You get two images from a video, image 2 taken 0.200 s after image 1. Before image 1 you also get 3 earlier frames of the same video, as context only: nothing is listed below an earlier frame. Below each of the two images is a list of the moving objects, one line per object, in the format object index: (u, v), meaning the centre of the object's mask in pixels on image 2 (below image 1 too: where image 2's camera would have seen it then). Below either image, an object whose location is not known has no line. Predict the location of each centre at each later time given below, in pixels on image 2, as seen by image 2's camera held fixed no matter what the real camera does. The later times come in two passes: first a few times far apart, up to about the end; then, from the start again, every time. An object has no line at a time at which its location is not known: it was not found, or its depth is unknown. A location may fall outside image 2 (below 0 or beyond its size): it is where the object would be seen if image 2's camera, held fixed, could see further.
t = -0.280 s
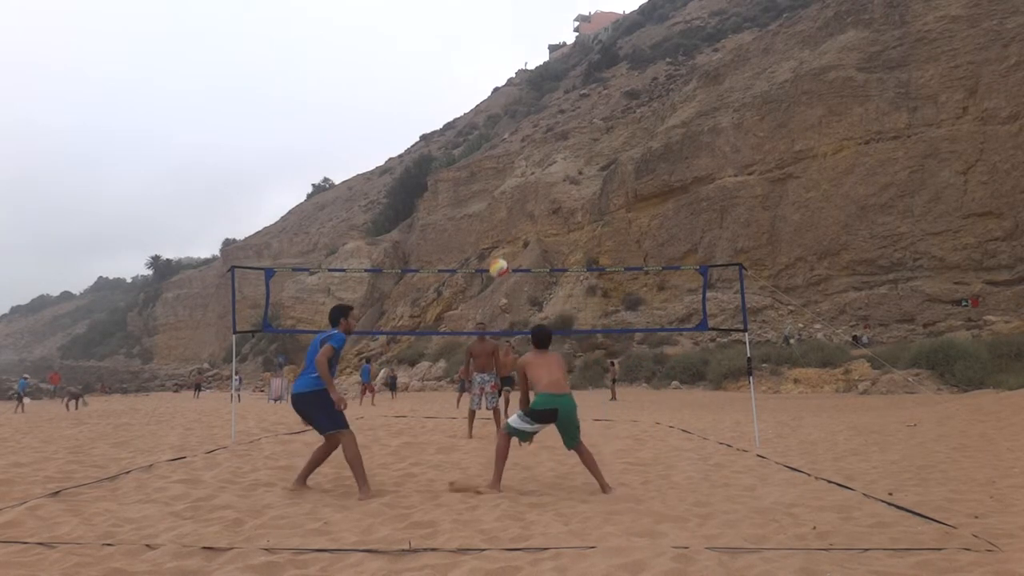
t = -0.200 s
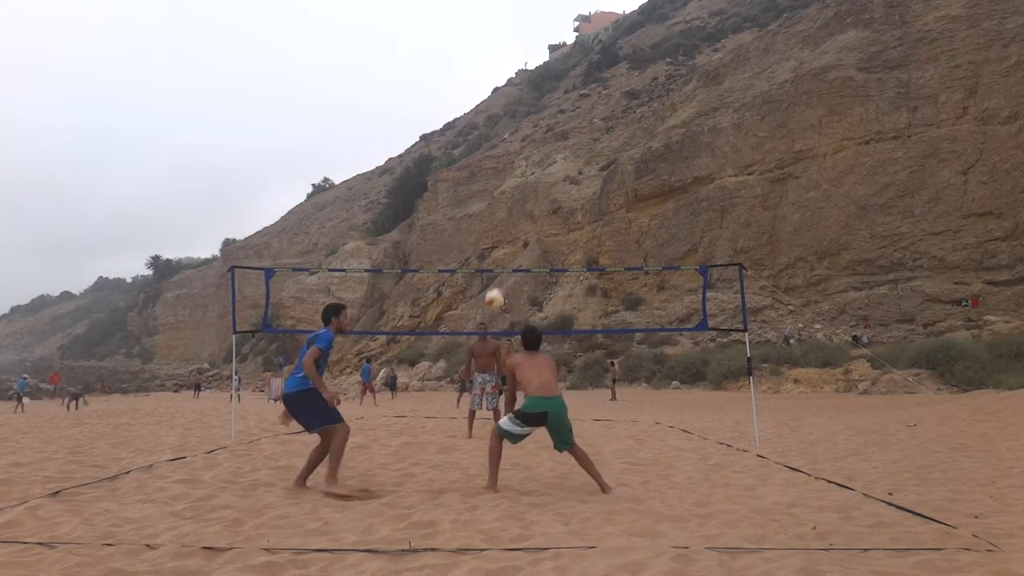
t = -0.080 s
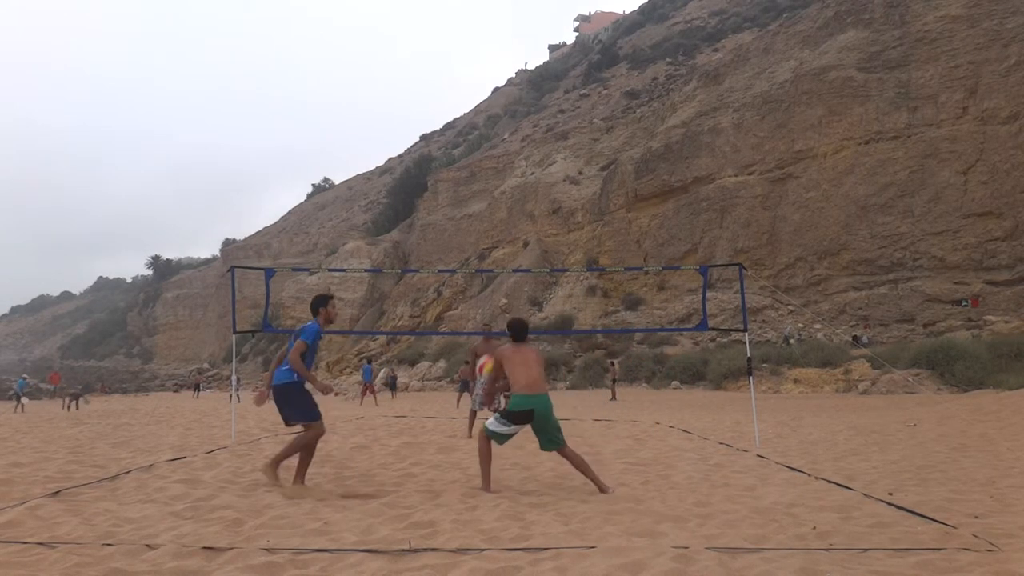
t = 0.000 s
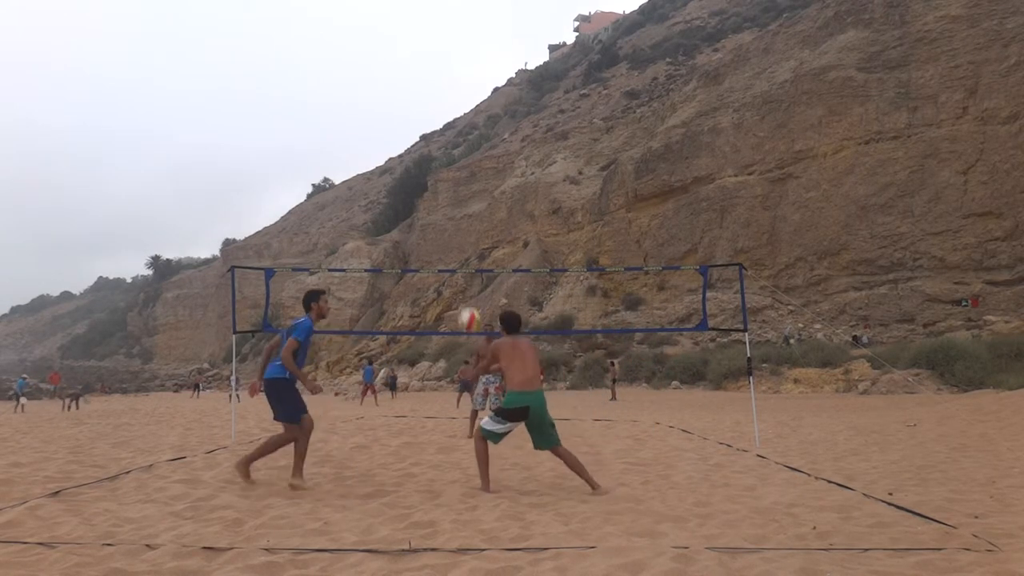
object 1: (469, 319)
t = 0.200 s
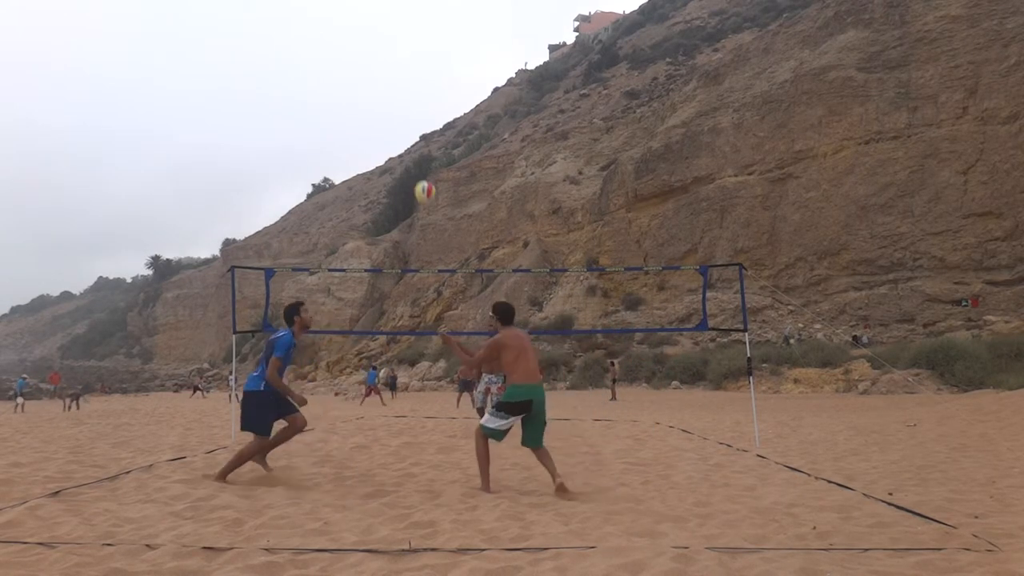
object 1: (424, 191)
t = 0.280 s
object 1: (409, 158)
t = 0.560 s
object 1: (356, 89)
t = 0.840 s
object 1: (309, 94)
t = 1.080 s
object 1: (271, 149)
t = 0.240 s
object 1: (417, 174)
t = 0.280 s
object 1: (409, 158)
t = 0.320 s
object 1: (401, 143)
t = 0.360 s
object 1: (393, 129)
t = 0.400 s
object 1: (385, 118)
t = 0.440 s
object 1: (378, 108)
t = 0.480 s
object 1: (370, 100)
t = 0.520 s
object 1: (363, 94)
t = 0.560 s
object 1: (356, 89)
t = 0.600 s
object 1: (349, 85)
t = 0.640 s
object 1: (343, 83)
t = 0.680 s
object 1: (336, 83)
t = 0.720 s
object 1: (329, 84)
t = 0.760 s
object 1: (322, 86)
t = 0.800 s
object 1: (316, 89)
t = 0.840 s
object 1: (309, 94)
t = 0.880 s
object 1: (302, 100)
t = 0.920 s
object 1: (296, 107)
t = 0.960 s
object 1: (290, 116)
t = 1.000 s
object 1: (283, 125)
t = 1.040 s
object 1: (277, 137)
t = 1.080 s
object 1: (271, 149)
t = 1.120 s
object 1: (264, 162)
